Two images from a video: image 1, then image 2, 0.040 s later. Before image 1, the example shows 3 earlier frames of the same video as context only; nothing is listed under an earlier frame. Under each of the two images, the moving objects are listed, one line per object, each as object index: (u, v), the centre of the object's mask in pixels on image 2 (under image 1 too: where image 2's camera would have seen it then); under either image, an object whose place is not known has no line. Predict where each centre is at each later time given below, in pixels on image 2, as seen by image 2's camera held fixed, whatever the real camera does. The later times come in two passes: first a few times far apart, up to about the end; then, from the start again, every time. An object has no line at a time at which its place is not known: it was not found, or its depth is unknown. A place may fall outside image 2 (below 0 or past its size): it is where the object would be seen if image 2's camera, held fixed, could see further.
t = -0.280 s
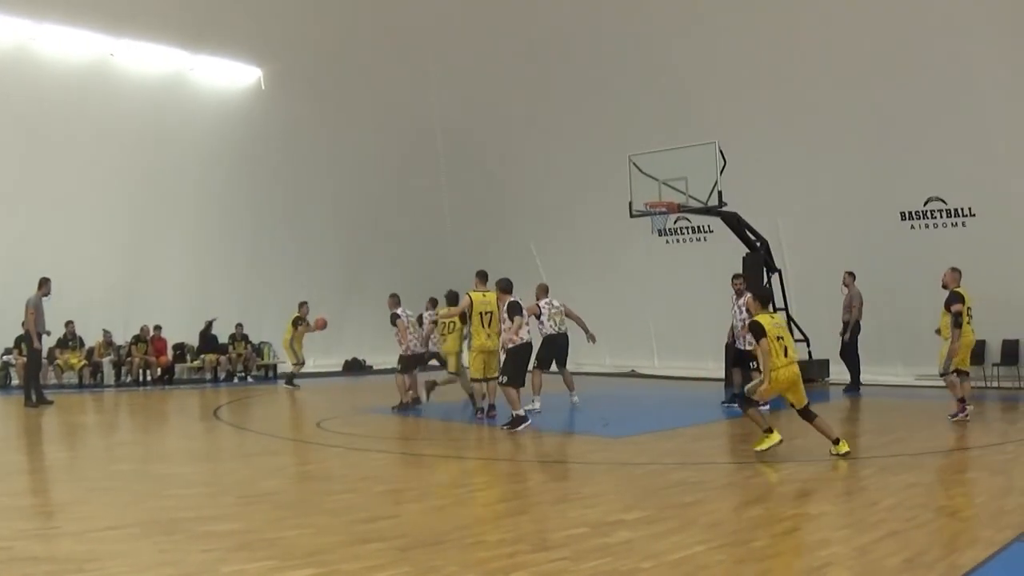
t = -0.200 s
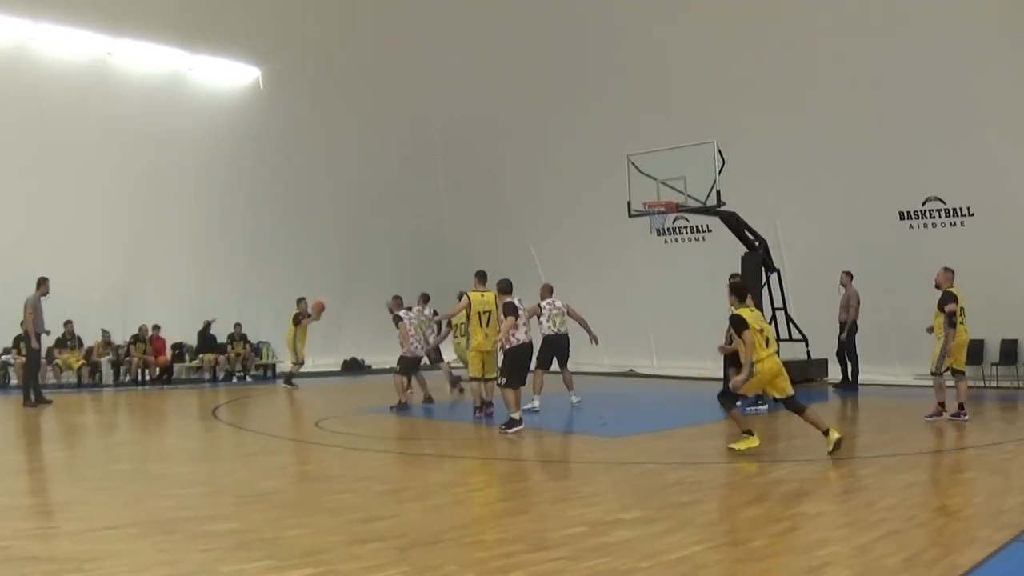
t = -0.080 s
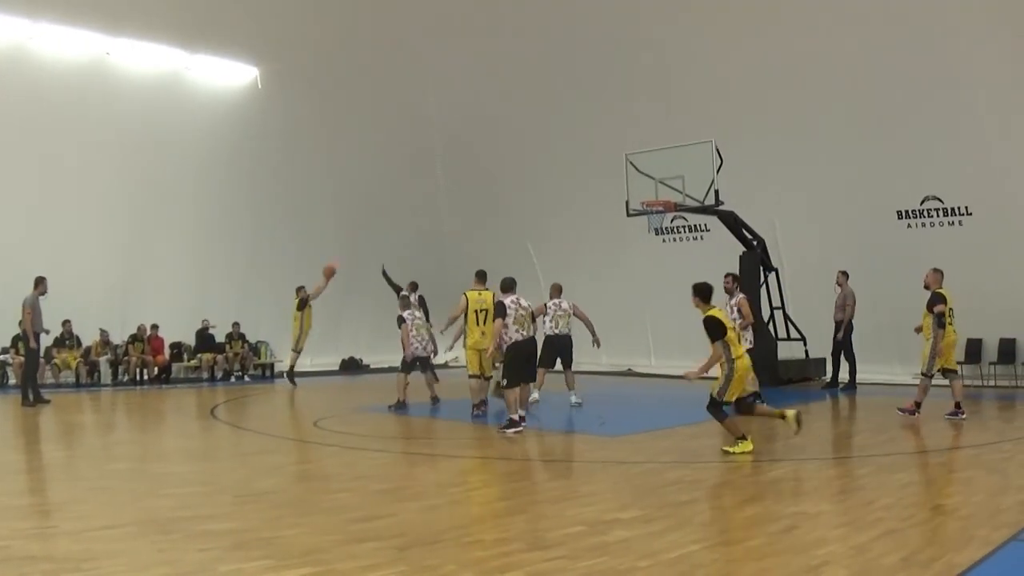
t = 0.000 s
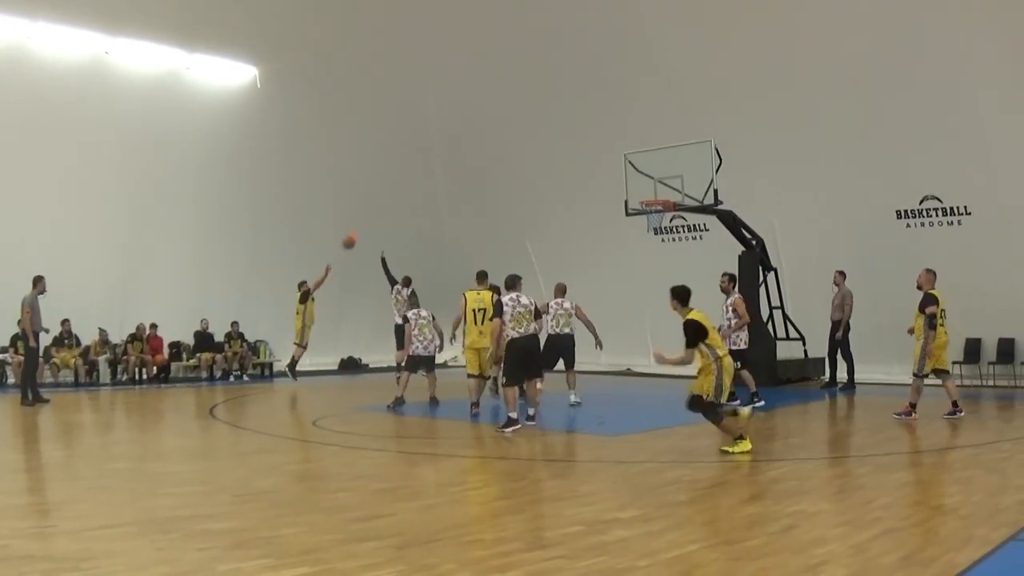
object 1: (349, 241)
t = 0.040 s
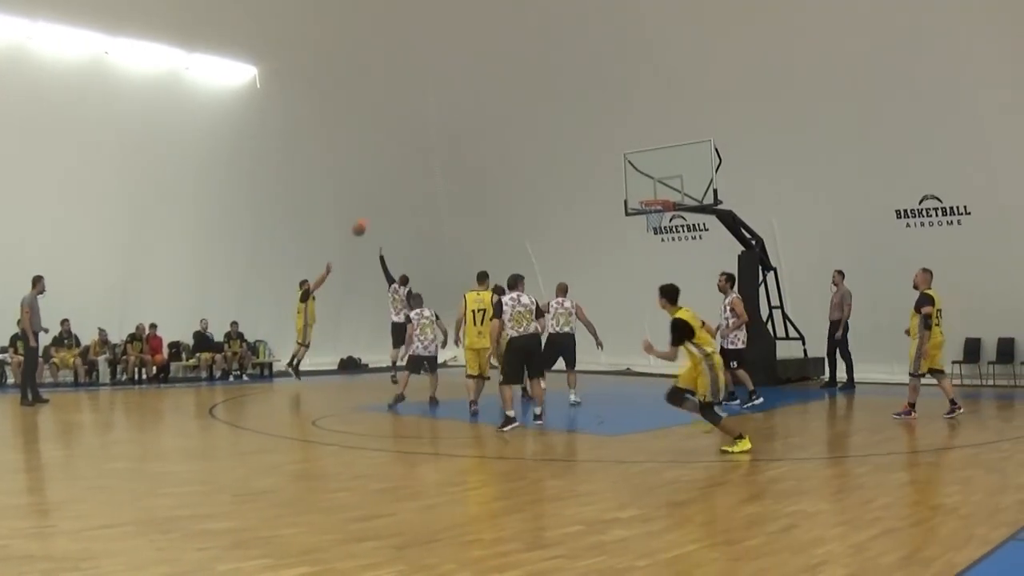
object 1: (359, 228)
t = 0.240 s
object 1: (410, 177)
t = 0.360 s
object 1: (434, 157)
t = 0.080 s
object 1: (369, 216)
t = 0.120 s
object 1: (379, 205)
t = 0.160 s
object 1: (389, 195)
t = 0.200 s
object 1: (400, 185)
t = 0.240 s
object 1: (410, 177)
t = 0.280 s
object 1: (419, 169)
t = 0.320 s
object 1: (427, 163)
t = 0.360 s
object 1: (434, 157)
